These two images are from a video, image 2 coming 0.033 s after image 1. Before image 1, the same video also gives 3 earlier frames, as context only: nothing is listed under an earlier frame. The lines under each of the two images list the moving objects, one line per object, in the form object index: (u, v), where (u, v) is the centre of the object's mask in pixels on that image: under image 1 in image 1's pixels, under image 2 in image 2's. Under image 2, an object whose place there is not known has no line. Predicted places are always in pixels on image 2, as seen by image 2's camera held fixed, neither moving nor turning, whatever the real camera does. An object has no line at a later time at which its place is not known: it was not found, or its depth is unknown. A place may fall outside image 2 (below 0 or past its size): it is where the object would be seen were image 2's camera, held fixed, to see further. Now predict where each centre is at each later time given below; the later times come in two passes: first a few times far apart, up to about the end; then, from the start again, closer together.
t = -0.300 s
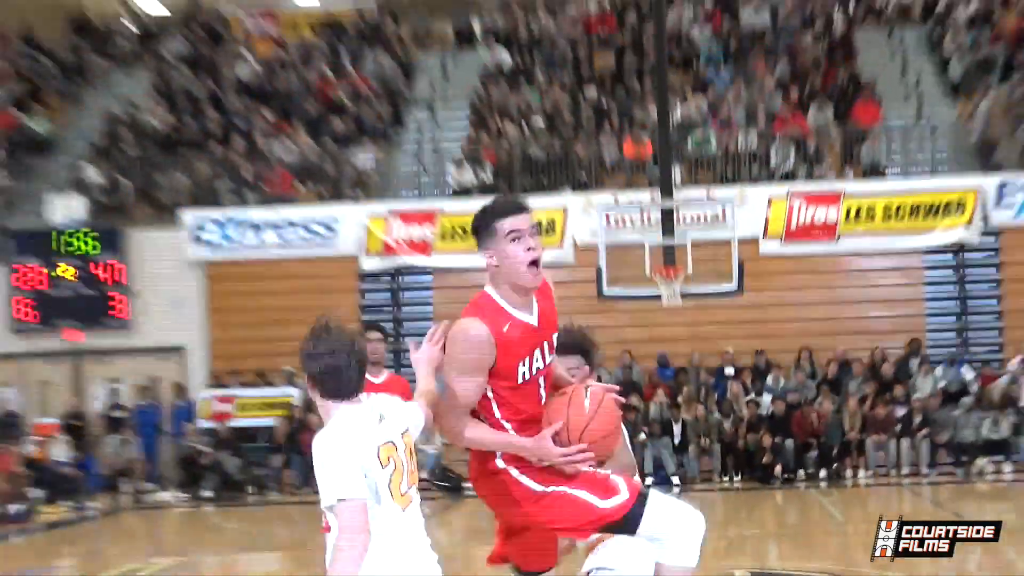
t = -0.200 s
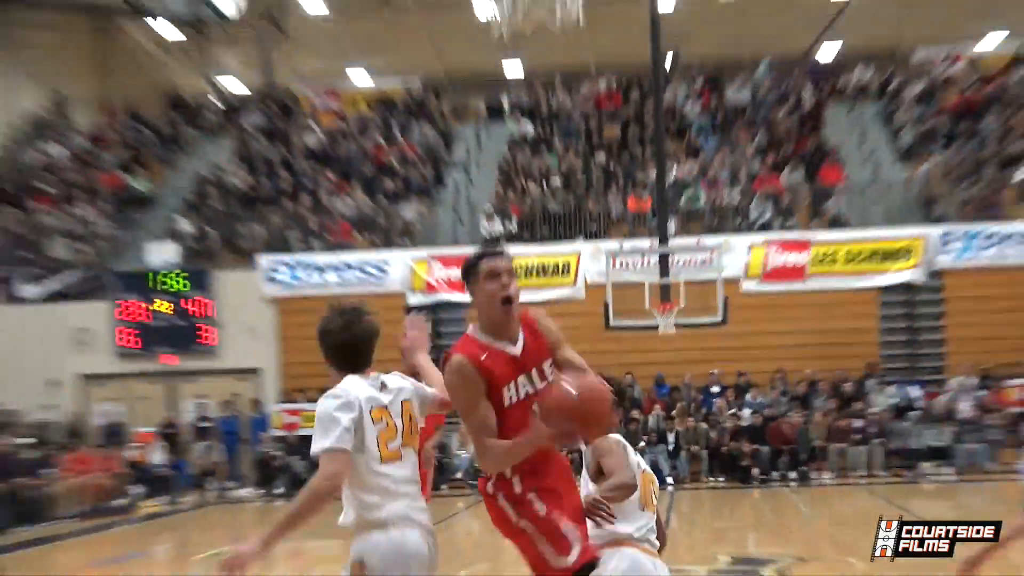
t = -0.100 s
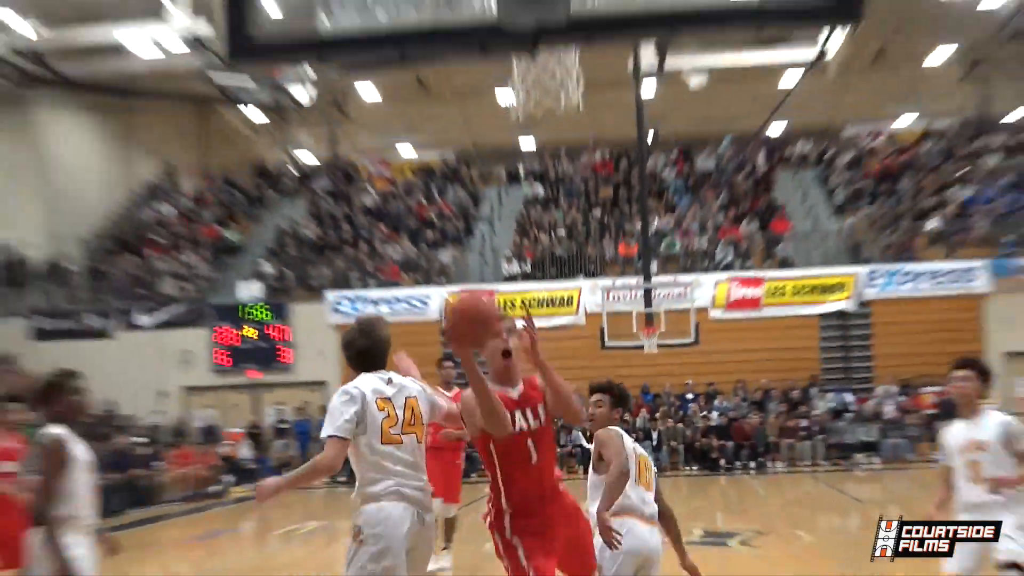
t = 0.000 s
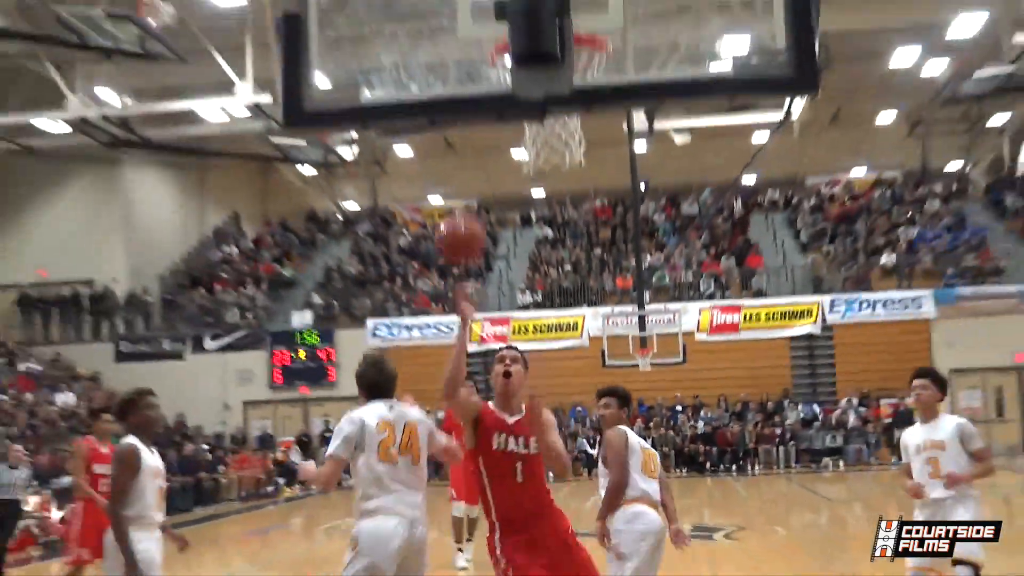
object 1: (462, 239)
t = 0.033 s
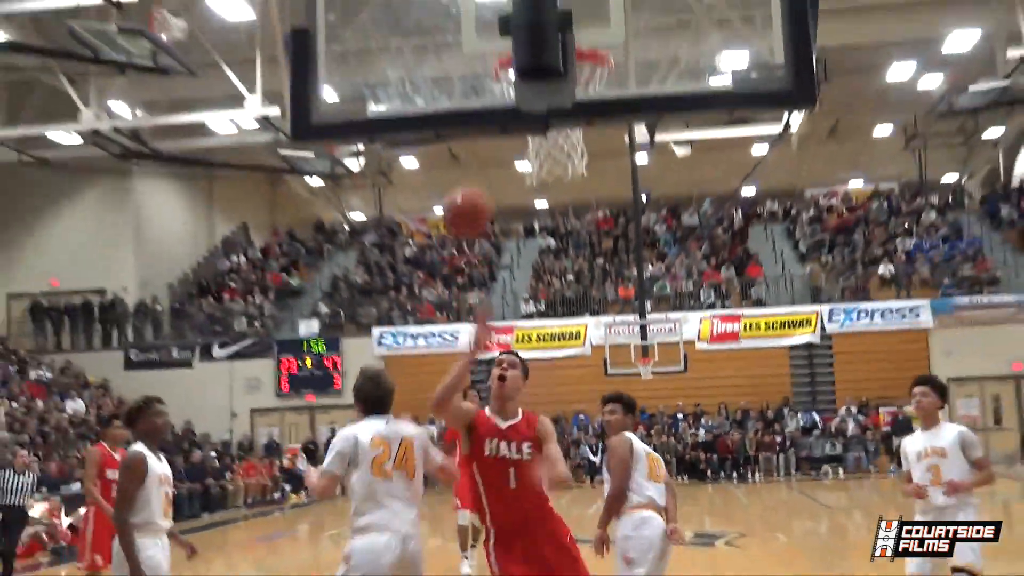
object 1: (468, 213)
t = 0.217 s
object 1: (473, 60)
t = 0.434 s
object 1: (487, -87)
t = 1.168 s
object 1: (577, 147)
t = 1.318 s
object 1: (601, 173)
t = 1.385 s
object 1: (608, 207)
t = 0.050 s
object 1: (465, 195)
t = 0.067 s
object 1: (468, 179)
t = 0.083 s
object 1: (467, 170)
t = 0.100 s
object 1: (471, 152)
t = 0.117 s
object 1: (470, 148)
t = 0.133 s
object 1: (470, 95)
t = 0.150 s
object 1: (473, 92)
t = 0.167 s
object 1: (471, 81)
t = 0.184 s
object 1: (471, 76)
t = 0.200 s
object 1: (473, 64)
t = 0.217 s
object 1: (473, 60)
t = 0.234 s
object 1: (484, 21)
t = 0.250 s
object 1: (484, 19)
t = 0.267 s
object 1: (487, 10)
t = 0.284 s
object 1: (488, 0)
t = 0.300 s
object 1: (488, -13)
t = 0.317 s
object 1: (488, -19)
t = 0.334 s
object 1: (488, -33)
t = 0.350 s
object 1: (488, -38)
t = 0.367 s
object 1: (488, -52)
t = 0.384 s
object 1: (488, -68)
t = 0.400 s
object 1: (487, -74)
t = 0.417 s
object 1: (486, -83)
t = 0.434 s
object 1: (487, -87)
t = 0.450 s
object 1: (488, -88)
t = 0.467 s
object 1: (489, -91)
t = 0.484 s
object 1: (490, -94)
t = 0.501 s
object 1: (491, -97)
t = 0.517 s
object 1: (492, -101)
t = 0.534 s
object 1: (493, -104)
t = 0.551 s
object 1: (493, -107)
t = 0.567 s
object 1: (494, -109)
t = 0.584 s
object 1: (495, -112)
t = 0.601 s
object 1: (496, -113)
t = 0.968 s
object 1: (583, 20)
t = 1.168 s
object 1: (577, 147)
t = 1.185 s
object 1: (580, 148)
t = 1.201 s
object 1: (585, 149)
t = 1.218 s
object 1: (589, 150)
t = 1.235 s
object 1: (591, 154)
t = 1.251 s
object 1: (592, 156)
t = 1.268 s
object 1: (597, 159)
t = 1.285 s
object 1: (598, 161)
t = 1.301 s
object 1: (600, 167)
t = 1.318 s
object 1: (601, 173)
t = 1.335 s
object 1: (603, 181)
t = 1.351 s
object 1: (602, 185)
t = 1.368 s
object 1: (606, 199)
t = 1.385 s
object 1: (608, 207)
